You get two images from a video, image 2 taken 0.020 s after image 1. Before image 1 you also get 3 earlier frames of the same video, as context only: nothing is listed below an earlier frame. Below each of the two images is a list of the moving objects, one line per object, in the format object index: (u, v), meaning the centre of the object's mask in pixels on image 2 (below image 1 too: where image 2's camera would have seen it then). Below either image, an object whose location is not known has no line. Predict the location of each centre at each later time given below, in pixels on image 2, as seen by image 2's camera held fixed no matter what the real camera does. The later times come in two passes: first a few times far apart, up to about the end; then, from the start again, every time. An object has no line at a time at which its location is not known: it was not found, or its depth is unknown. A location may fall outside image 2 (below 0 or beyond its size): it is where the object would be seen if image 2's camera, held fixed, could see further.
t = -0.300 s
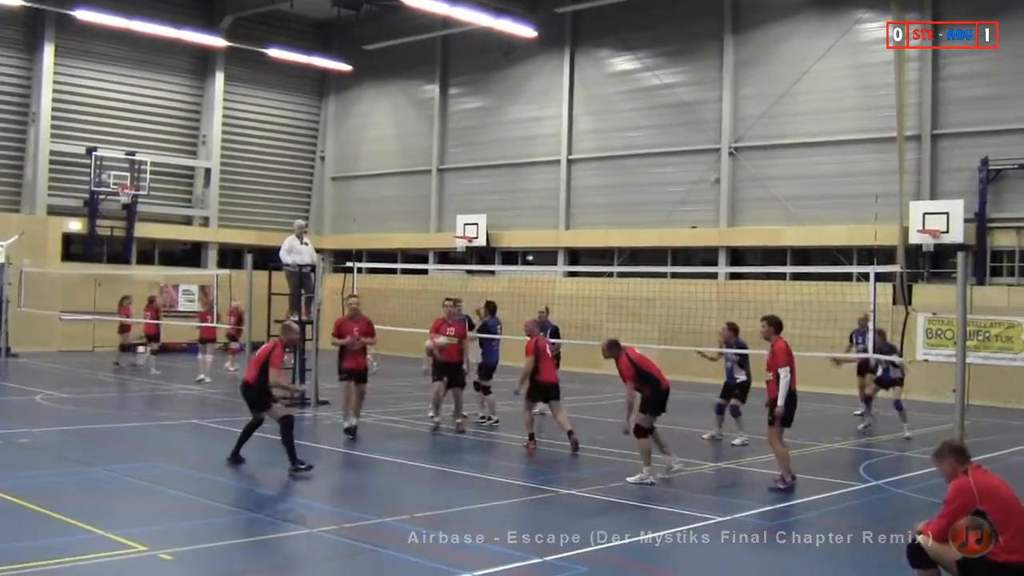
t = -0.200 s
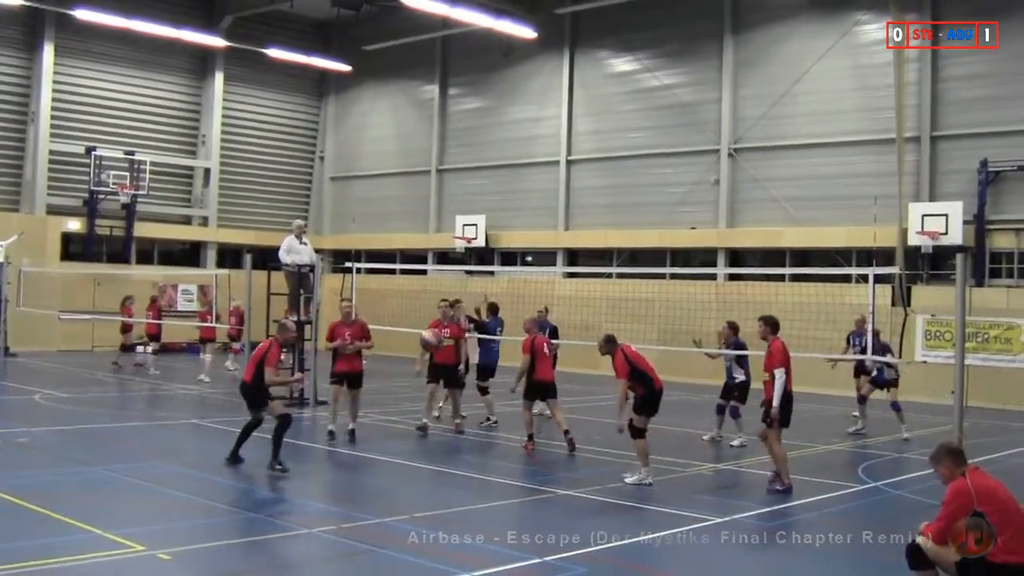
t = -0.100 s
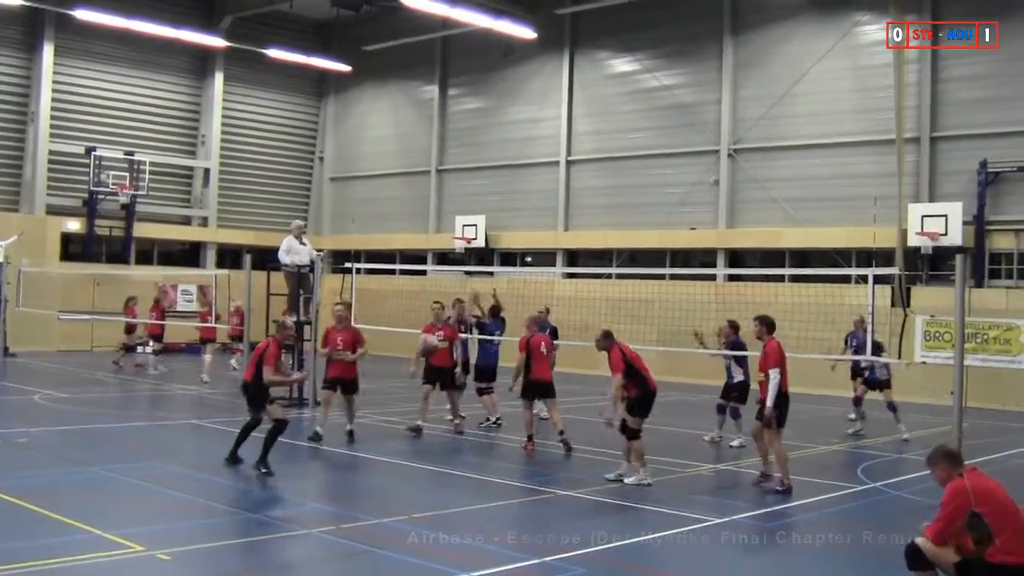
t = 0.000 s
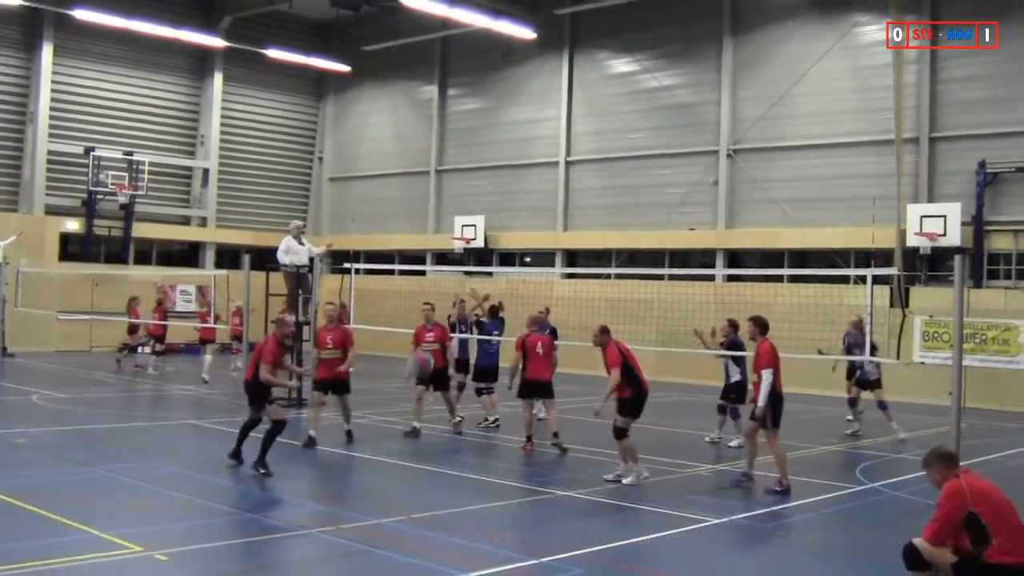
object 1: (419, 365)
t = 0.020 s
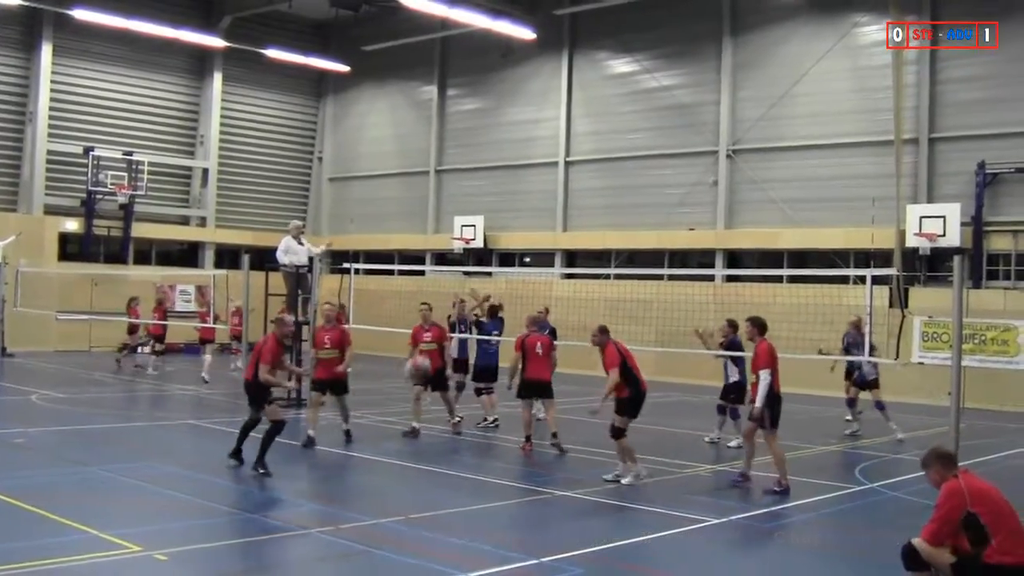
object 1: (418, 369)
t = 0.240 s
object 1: (405, 469)
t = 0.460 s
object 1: (394, 527)
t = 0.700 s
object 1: (384, 464)
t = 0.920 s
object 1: (371, 486)
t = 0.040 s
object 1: (419, 375)
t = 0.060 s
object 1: (415, 381)
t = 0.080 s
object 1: (414, 388)
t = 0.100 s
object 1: (414, 394)
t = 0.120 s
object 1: (413, 405)
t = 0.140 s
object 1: (410, 414)
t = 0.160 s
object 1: (411, 423)
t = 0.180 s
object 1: (410, 435)
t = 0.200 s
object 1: (407, 443)
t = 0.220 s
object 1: (406, 457)
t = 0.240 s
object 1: (405, 469)
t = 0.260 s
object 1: (403, 485)
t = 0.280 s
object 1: (403, 499)
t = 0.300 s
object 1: (402, 511)
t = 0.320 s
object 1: (401, 529)
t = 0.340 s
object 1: (397, 544)
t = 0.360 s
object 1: (398, 562)
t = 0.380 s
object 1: (397, 563)
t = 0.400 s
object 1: (396, 553)
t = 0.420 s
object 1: (394, 543)
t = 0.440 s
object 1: (395, 534)
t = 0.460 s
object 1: (394, 527)
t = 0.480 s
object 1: (394, 517)
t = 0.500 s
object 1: (393, 510)
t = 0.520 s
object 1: (392, 504)
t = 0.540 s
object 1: (392, 497)
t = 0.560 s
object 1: (391, 491)
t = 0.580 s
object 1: (390, 486)
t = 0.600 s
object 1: (388, 481)
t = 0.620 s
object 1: (388, 475)
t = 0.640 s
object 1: (388, 473)
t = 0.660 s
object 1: (387, 469)
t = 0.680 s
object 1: (385, 466)
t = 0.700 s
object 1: (384, 464)
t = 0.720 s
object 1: (383, 462)
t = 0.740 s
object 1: (381, 462)
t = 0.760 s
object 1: (381, 462)
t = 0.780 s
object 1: (379, 462)
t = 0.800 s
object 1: (379, 463)
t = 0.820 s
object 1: (378, 465)
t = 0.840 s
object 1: (379, 468)
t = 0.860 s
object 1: (374, 471)
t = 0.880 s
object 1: (373, 475)
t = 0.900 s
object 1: (374, 479)
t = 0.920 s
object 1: (371, 486)
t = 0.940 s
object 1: (369, 493)
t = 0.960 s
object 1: (368, 500)
